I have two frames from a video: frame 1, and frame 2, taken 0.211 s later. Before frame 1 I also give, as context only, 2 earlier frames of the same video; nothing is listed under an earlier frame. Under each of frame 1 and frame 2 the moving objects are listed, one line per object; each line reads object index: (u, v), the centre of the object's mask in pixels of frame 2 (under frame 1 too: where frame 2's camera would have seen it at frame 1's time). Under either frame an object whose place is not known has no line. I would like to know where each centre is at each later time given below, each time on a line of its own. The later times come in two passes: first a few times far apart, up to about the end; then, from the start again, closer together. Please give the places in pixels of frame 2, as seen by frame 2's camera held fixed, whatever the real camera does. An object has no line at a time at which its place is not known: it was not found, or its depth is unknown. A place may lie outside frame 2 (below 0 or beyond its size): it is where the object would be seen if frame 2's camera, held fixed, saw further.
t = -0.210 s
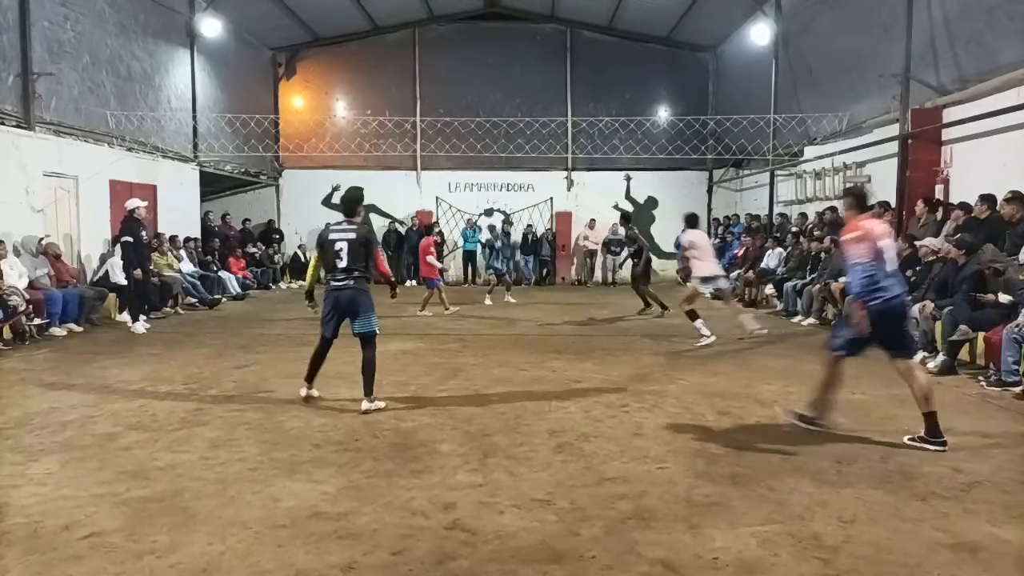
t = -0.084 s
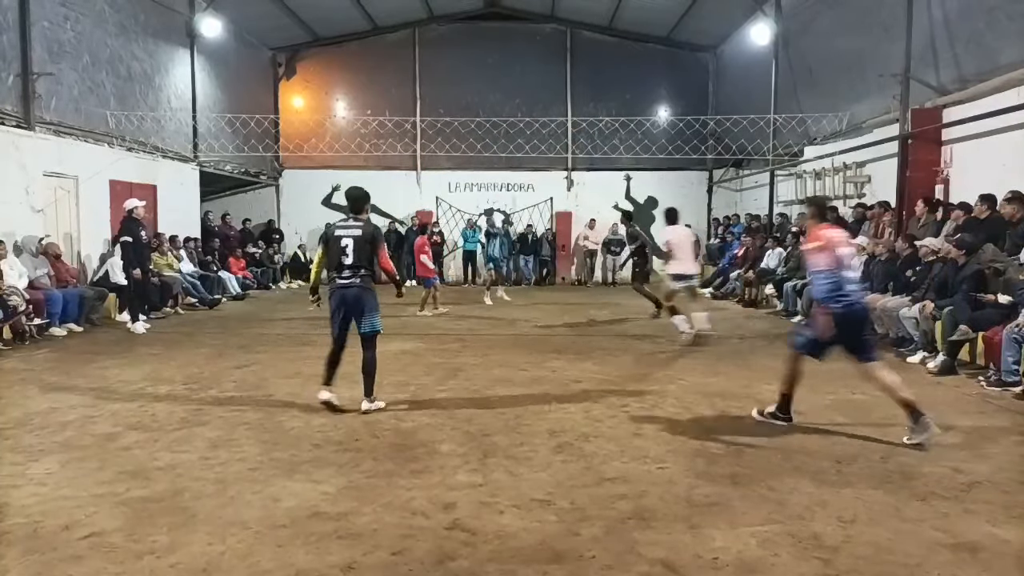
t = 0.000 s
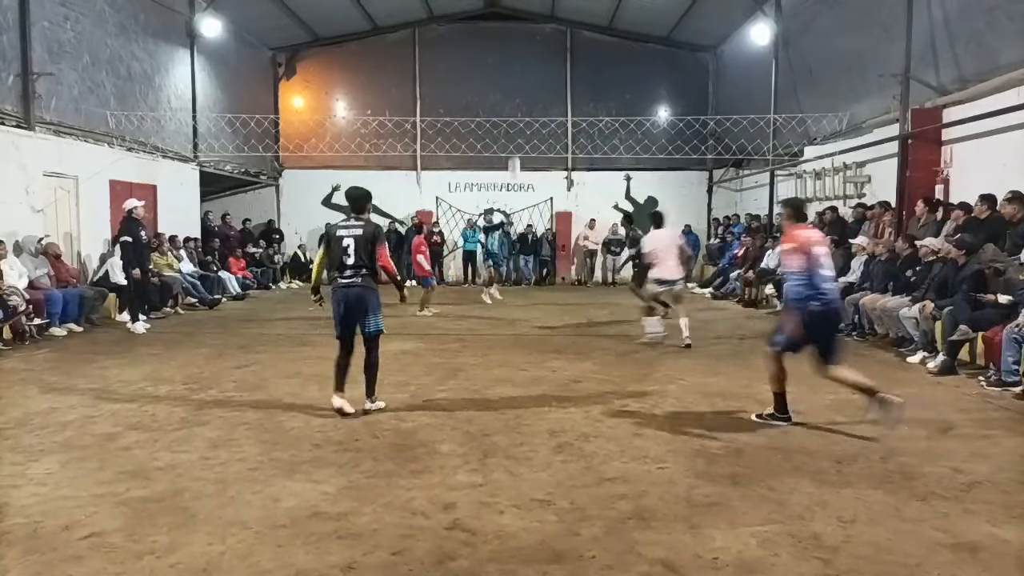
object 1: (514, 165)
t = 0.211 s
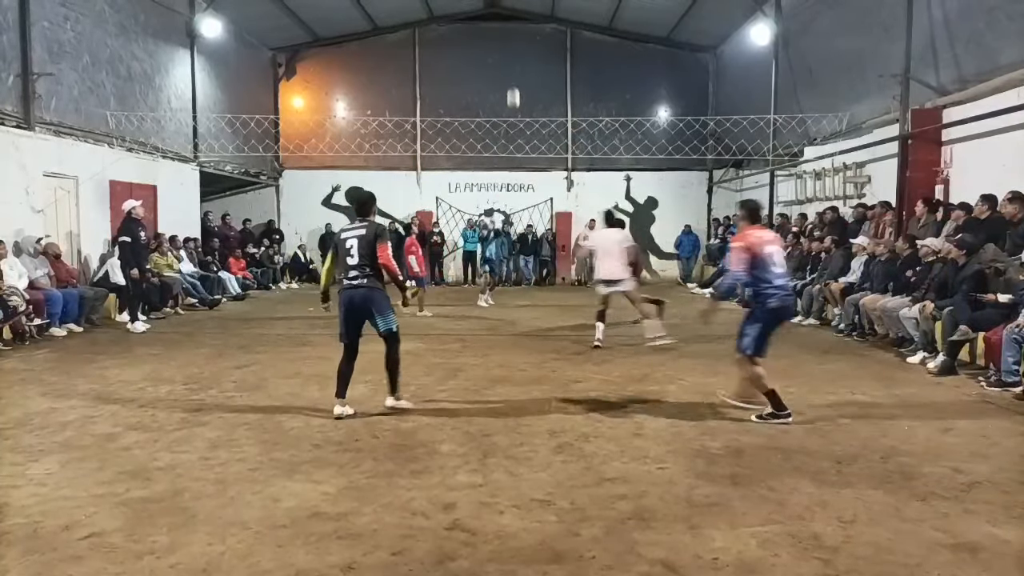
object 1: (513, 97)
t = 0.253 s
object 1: (513, 86)
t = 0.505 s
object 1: (511, 32)
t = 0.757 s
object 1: (509, 12)
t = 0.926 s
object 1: (508, 20)
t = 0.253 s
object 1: (513, 86)
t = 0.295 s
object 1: (513, 75)
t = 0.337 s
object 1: (513, 64)
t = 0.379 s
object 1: (512, 55)
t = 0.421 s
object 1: (512, 46)
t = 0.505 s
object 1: (511, 32)
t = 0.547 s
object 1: (511, 26)
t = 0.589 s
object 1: (511, 22)
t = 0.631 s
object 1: (511, 18)
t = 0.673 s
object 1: (510, 15)
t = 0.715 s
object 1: (510, 13)
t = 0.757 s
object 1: (509, 12)
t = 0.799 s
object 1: (509, 12)
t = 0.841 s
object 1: (509, 14)
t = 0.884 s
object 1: (508, 17)
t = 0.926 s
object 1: (508, 20)
